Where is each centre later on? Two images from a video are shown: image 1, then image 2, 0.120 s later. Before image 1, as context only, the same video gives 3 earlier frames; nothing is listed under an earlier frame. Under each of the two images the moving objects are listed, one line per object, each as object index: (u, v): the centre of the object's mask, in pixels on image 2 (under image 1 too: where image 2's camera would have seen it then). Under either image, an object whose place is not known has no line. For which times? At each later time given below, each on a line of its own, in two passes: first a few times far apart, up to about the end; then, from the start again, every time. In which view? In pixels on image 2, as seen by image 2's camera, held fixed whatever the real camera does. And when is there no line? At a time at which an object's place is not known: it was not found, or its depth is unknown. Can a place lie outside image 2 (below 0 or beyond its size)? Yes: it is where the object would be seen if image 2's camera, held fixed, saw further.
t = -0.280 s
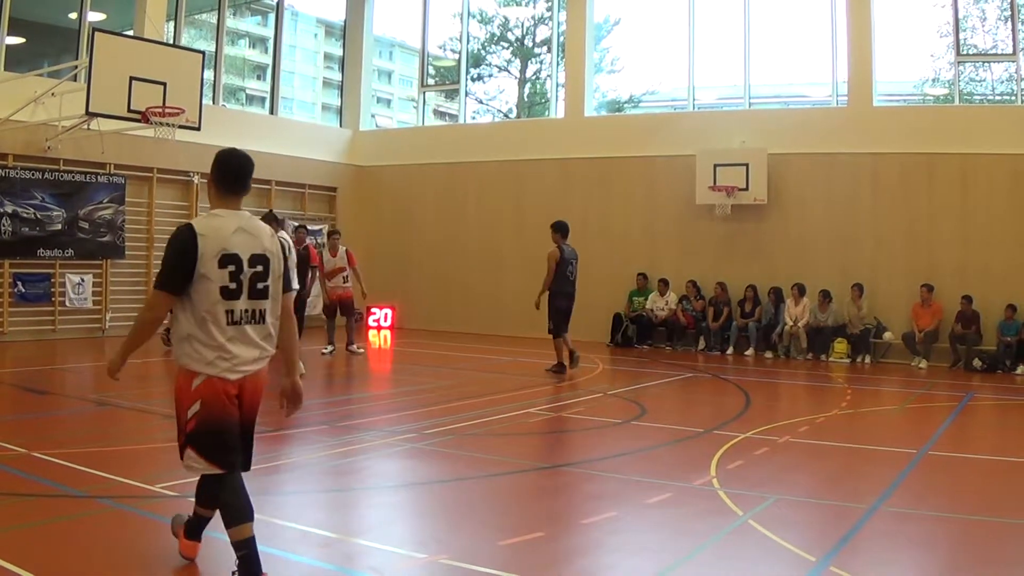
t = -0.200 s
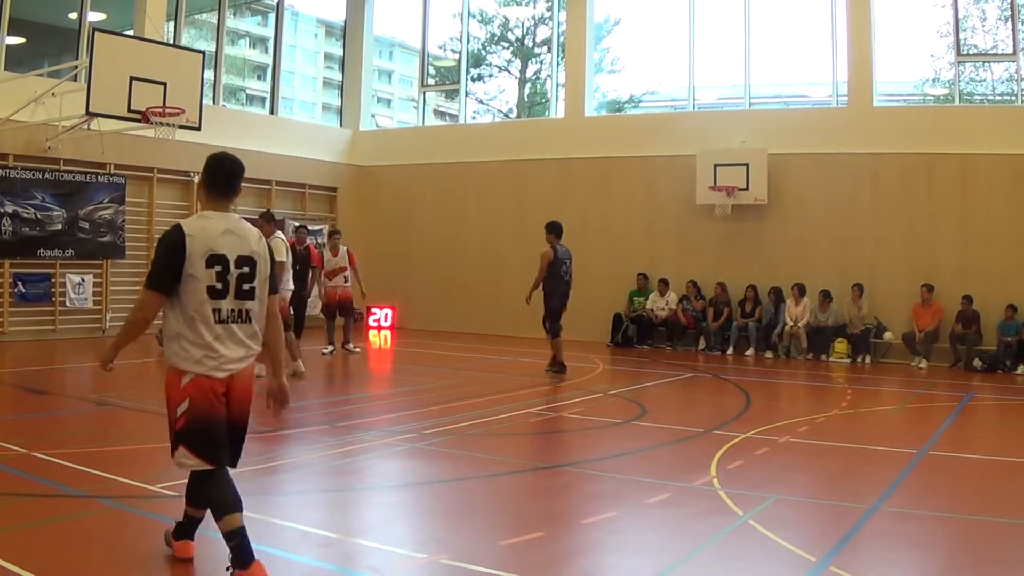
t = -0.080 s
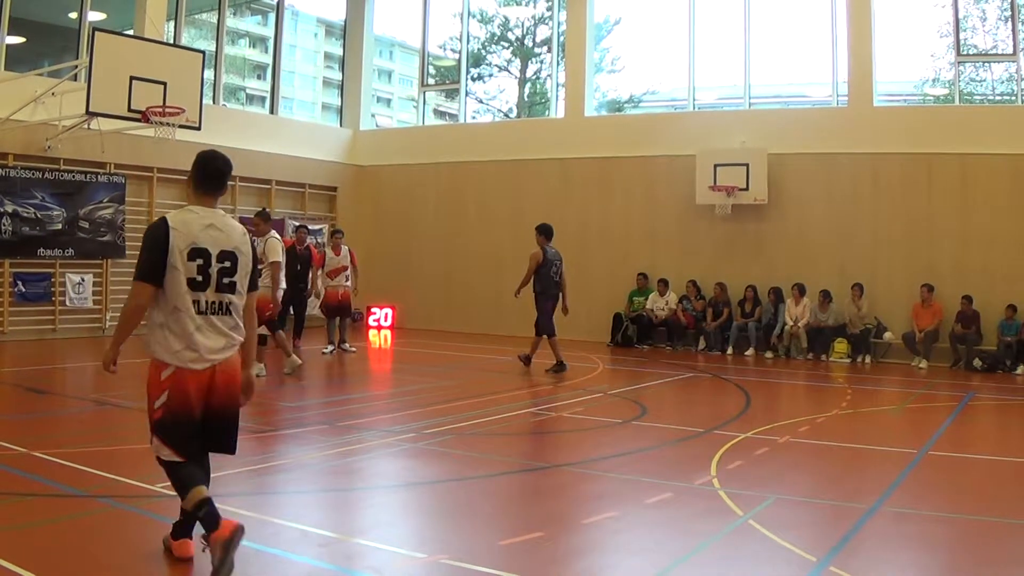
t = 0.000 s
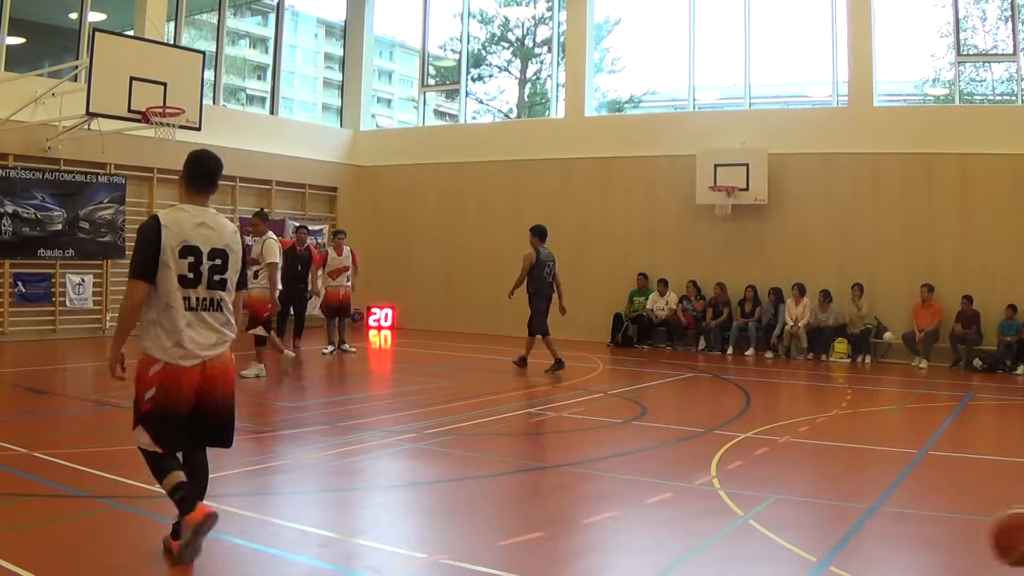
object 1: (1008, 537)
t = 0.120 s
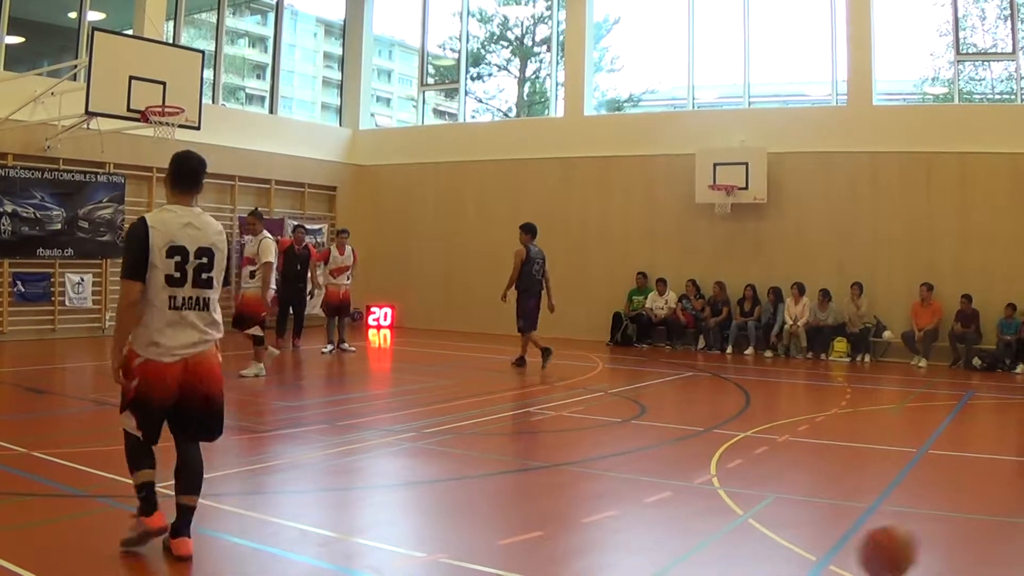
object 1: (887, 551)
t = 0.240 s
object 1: (772, 517)
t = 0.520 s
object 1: (551, 495)
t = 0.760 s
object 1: (413, 452)
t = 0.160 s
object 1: (845, 554)
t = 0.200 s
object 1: (809, 534)
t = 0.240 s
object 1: (772, 517)
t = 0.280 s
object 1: (737, 504)
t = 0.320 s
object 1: (703, 494)
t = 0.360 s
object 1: (671, 488)
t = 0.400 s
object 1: (639, 485)
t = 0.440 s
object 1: (608, 485)
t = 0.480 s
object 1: (579, 490)
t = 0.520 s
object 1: (551, 495)
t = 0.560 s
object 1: (526, 483)
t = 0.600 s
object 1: (501, 471)
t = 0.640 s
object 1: (477, 462)
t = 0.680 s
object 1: (454, 455)
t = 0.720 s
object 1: (433, 453)
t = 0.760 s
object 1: (413, 452)
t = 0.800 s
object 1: (393, 455)
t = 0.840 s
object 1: (374, 451)
